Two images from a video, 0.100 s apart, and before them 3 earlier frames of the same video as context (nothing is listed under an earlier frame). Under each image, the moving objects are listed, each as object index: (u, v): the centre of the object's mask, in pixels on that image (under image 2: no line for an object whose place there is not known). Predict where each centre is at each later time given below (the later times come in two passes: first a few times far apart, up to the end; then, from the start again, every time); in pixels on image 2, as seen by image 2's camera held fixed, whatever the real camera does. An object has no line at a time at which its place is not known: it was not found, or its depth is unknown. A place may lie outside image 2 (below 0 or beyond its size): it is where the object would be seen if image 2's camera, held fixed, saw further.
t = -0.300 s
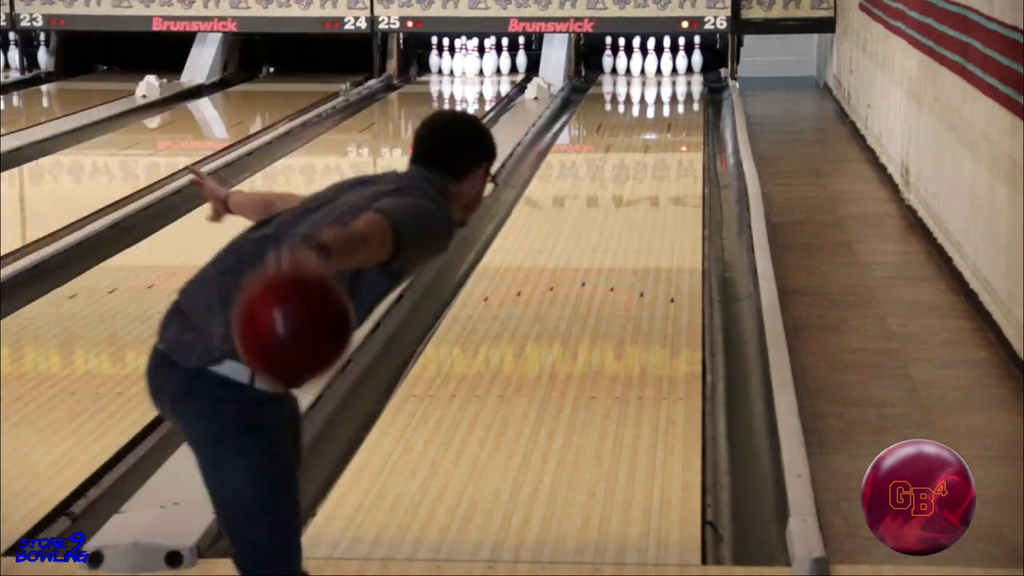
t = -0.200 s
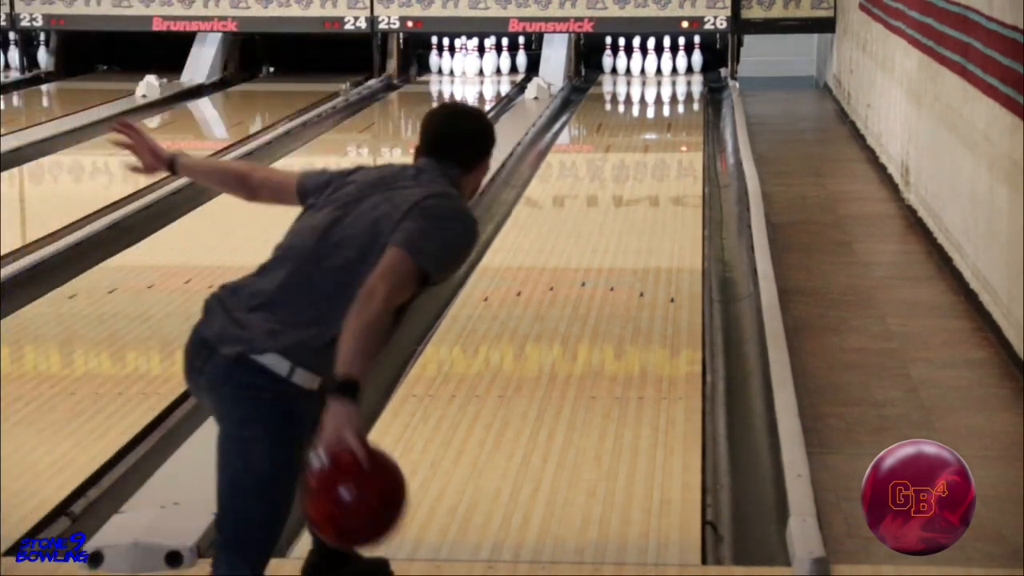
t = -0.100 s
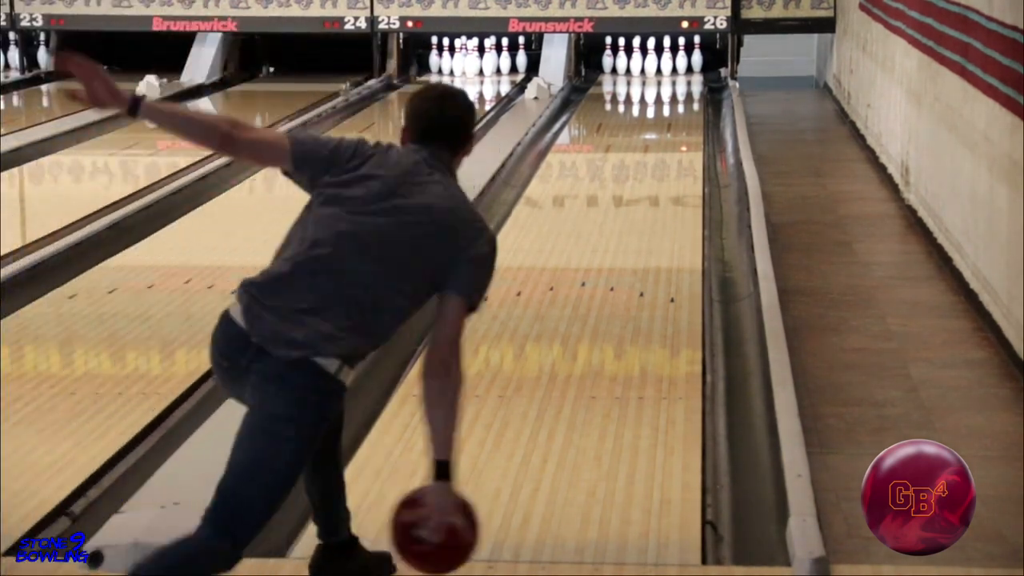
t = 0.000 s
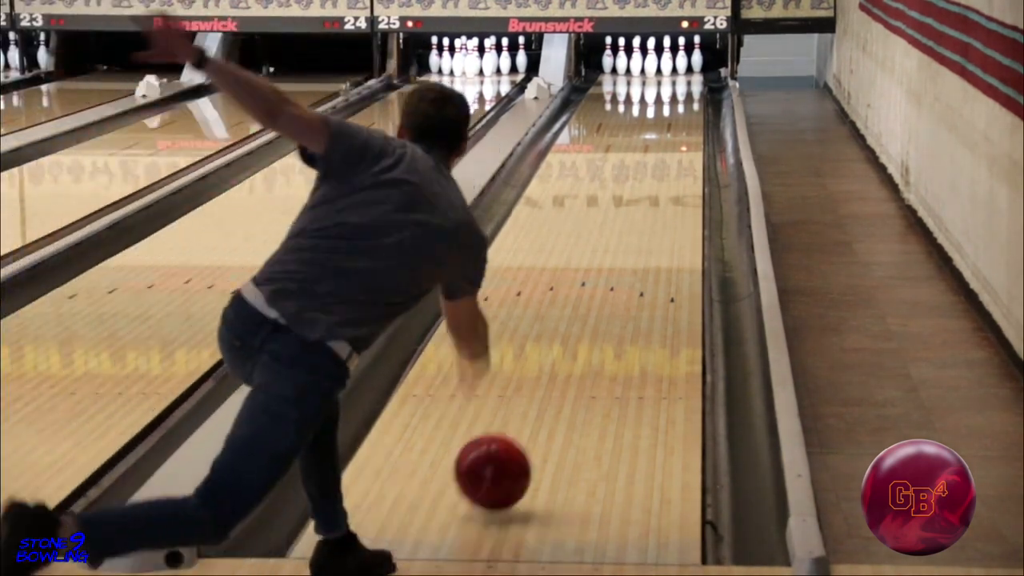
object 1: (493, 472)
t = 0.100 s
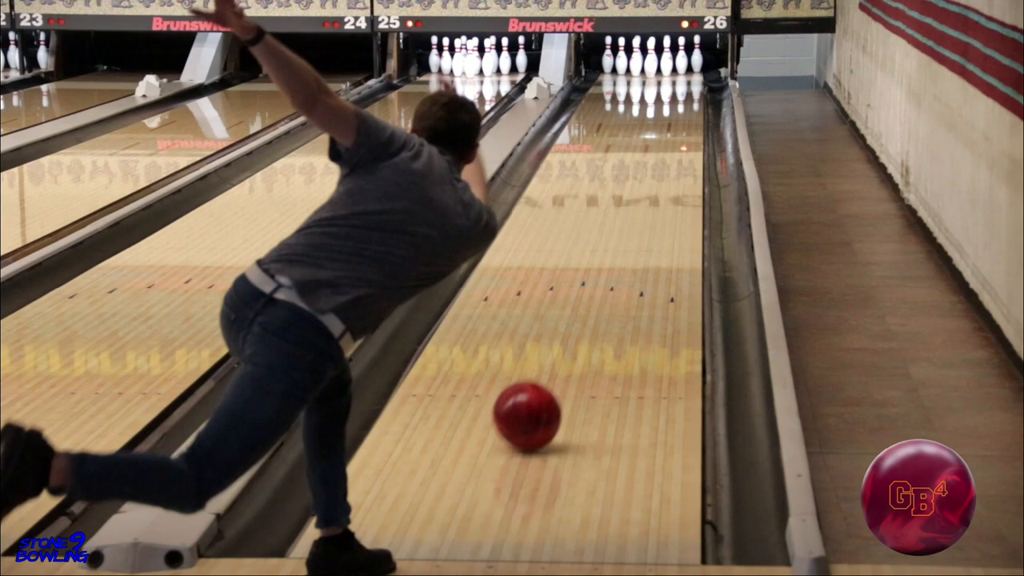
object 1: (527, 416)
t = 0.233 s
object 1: (562, 352)
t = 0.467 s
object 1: (605, 272)
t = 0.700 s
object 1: (633, 217)
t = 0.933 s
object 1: (652, 176)
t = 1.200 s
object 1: (665, 140)
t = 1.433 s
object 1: (673, 117)
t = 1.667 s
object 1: (675, 98)
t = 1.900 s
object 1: (670, 83)
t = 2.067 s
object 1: (664, 75)
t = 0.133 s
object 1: (537, 399)
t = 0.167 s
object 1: (546, 382)
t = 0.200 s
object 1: (554, 367)
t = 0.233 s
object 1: (562, 352)
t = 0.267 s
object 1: (569, 339)
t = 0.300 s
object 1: (576, 326)
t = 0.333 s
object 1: (583, 314)
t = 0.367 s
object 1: (589, 303)
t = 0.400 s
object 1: (595, 292)
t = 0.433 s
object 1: (600, 282)
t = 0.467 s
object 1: (605, 272)
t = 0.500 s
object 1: (610, 263)
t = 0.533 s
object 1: (614, 254)
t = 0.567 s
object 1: (618, 246)
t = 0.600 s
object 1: (622, 238)
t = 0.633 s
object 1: (626, 231)
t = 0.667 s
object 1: (629, 224)
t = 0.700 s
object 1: (633, 217)
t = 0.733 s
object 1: (636, 210)
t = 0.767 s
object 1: (639, 204)
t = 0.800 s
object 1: (642, 198)
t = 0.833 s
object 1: (645, 192)
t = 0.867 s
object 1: (647, 187)
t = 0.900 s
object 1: (649, 182)
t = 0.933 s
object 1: (652, 176)
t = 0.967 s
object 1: (654, 171)
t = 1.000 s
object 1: (656, 166)
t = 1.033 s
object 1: (657, 161)
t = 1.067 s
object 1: (659, 157)
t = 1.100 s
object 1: (661, 152)
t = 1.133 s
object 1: (663, 148)
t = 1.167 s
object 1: (664, 144)
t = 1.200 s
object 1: (665, 140)
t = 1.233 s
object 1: (667, 136)
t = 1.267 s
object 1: (668, 132)
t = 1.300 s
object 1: (669, 129)
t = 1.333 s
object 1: (670, 126)
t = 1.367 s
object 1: (671, 123)
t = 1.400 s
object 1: (672, 120)
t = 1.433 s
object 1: (673, 117)
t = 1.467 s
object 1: (673, 114)
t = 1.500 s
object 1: (674, 111)
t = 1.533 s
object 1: (674, 108)
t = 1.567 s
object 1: (675, 106)
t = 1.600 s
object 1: (675, 103)
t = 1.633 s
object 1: (675, 101)
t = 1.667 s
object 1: (675, 98)
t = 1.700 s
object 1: (675, 96)
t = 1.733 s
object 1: (675, 94)
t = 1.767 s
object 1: (674, 91)
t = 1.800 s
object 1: (673, 89)
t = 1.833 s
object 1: (672, 87)
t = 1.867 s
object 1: (671, 85)
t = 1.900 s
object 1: (670, 83)
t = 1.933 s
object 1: (669, 82)
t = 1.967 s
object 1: (668, 80)
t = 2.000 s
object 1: (667, 79)
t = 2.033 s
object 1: (665, 77)
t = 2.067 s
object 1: (664, 75)
